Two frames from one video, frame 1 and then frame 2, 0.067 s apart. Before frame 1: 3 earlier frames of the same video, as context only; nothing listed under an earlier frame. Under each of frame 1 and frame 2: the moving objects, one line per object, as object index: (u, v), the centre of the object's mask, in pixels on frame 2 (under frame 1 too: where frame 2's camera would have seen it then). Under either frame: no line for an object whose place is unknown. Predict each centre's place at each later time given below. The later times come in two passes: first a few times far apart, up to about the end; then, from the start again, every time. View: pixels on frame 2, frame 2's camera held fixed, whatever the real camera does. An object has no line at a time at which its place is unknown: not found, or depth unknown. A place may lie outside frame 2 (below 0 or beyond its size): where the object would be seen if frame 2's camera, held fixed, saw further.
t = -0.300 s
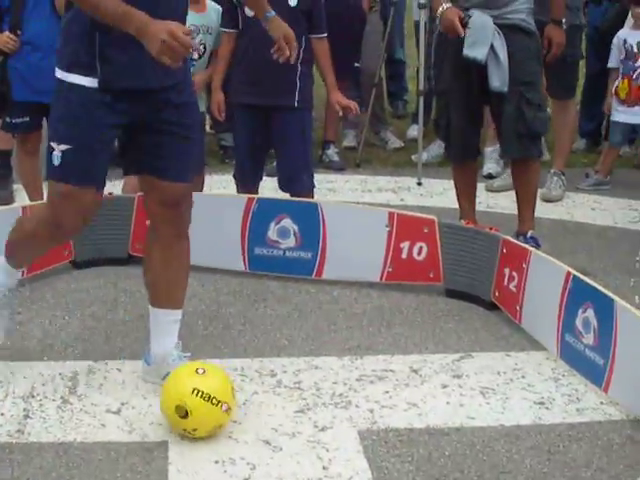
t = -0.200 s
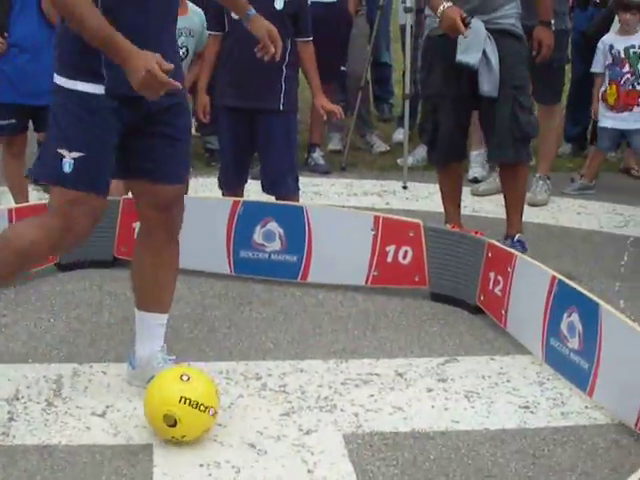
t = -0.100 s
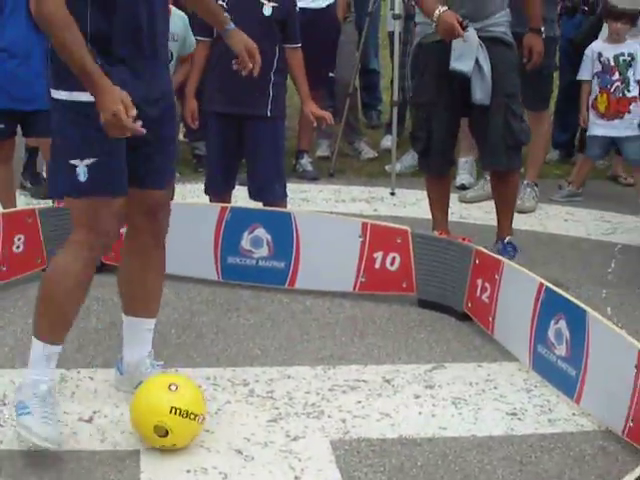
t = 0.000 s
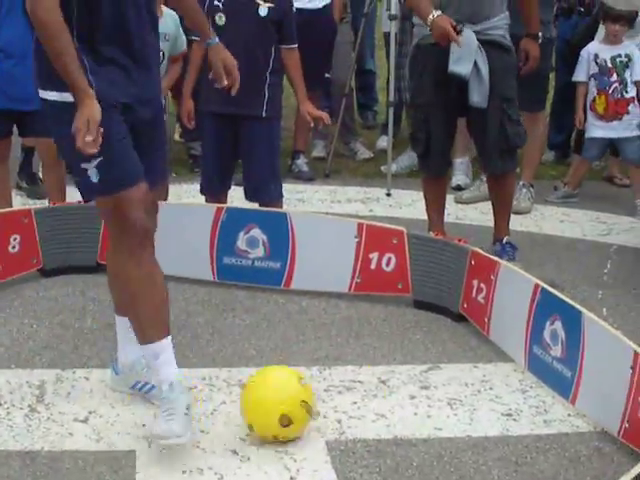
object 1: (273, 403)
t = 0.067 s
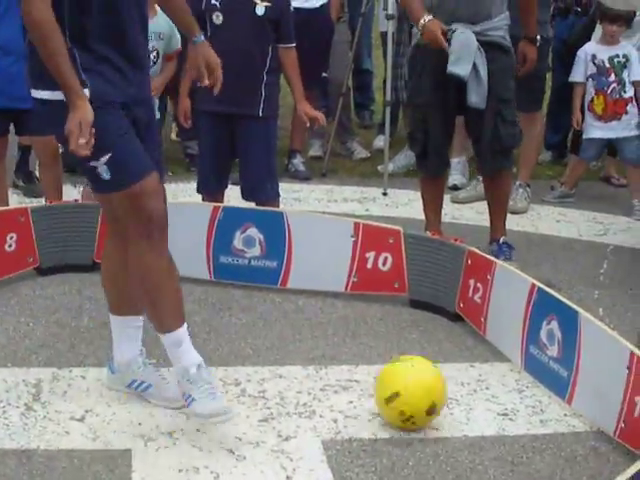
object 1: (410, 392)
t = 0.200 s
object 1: (505, 383)
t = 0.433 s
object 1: (363, 422)
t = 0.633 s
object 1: (269, 438)
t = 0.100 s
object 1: (472, 388)
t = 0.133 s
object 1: (529, 383)
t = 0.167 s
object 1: (529, 381)
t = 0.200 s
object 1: (505, 383)
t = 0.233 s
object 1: (479, 389)
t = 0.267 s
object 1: (453, 401)
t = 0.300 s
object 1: (431, 406)
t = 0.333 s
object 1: (415, 405)
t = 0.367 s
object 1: (398, 407)
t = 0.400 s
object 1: (381, 413)
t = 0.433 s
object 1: (363, 422)
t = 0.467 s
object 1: (348, 420)
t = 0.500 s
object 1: (333, 422)
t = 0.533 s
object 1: (317, 428)
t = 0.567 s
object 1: (301, 437)
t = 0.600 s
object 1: (285, 436)
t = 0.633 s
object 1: (269, 438)
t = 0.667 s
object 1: (253, 442)
